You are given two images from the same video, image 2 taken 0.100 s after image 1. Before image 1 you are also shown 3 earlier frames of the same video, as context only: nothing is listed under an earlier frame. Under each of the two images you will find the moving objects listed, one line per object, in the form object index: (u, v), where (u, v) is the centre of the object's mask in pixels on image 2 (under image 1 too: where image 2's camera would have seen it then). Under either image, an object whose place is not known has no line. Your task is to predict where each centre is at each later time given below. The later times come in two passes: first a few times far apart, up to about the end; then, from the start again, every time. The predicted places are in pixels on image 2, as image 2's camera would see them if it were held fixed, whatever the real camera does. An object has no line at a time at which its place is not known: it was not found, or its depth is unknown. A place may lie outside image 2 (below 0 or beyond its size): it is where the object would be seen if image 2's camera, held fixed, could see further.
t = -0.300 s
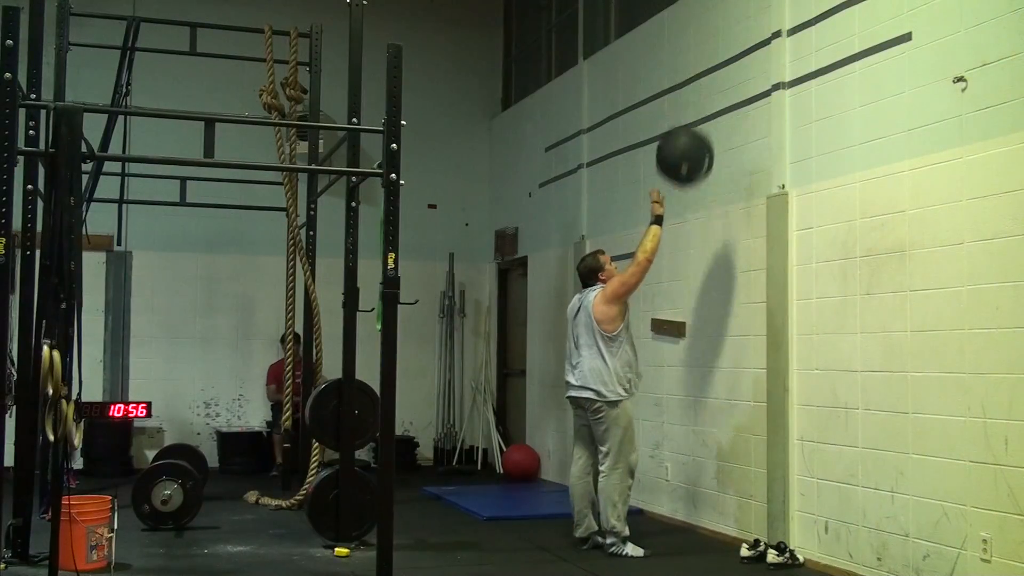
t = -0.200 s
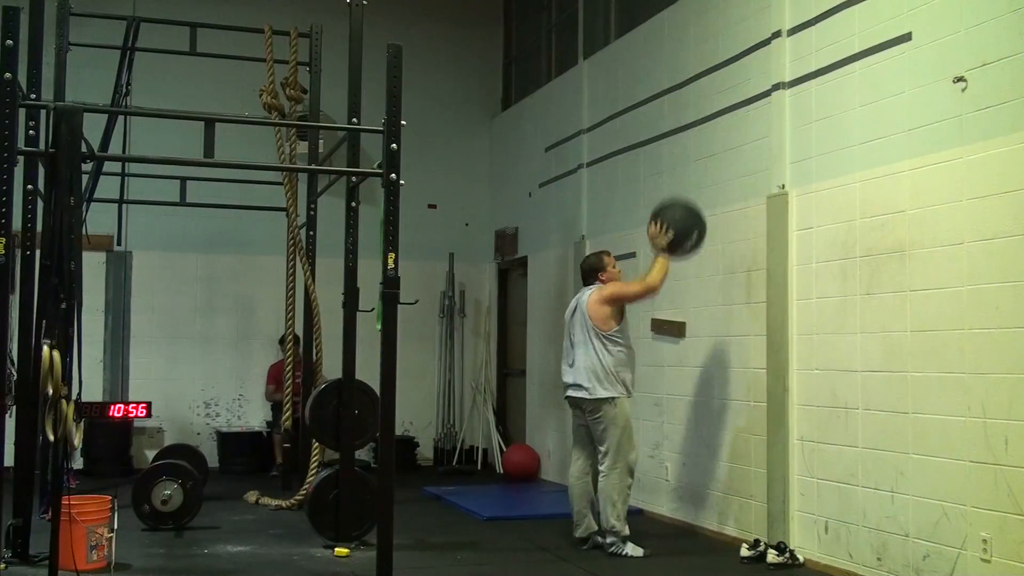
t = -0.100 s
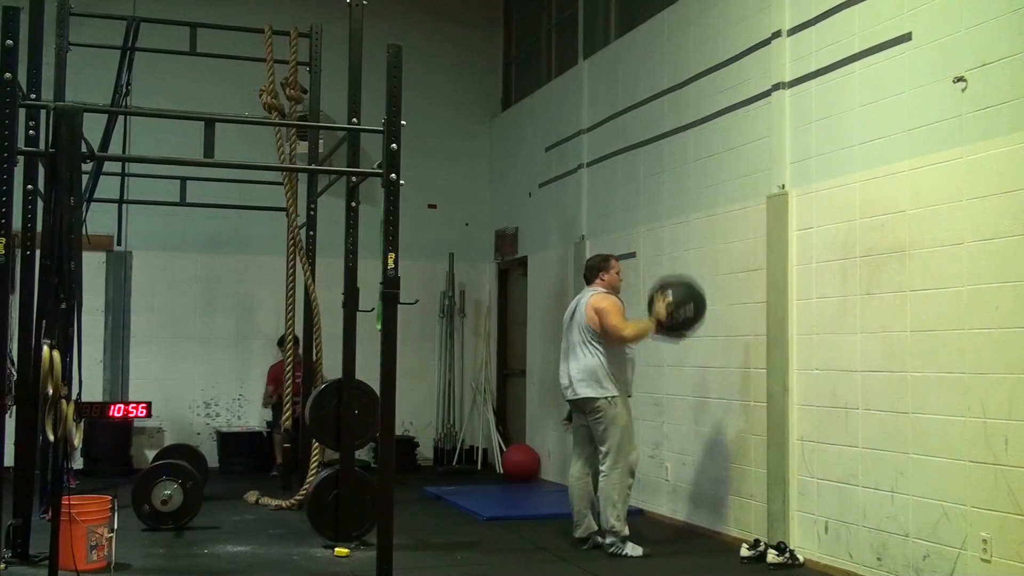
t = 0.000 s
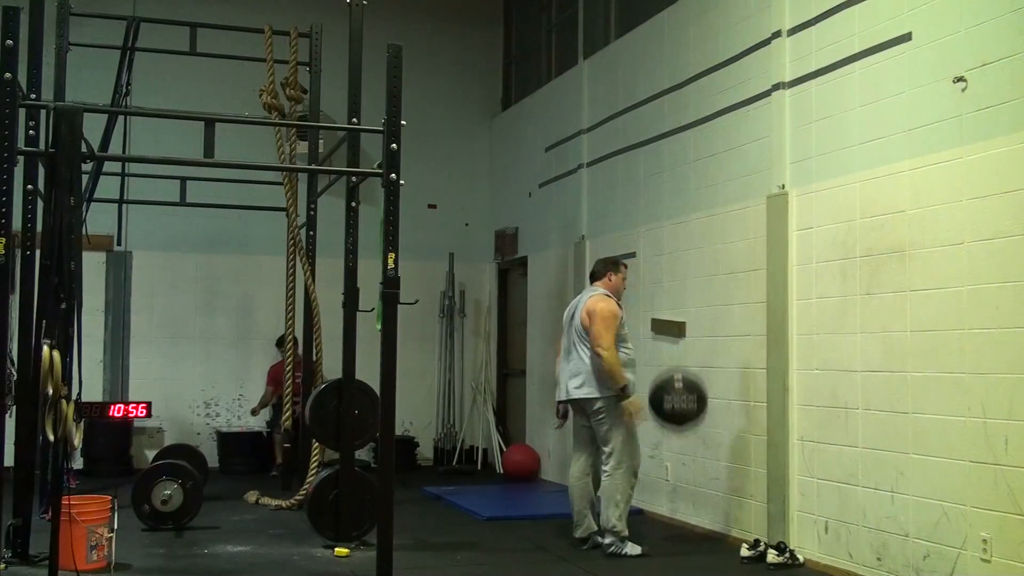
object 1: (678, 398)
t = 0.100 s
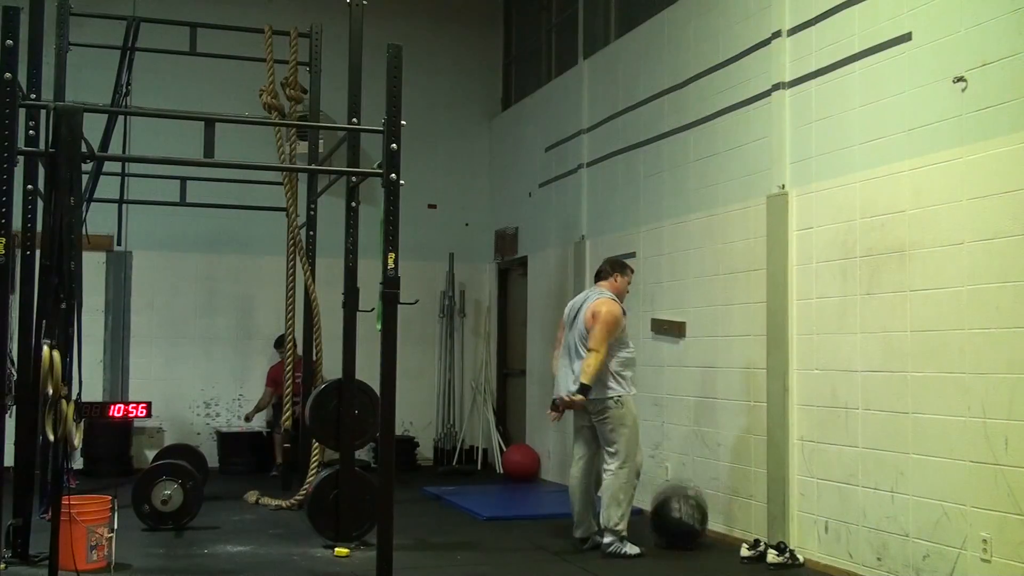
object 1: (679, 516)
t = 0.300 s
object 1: (682, 465)
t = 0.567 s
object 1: (686, 463)
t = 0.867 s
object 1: (686, 501)
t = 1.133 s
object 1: (679, 510)
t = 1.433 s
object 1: (668, 513)
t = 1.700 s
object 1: (667, 513)
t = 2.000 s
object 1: (671, 513)
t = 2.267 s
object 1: (673, 513)
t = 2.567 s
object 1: (672, 514)
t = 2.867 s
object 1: (672, 513)
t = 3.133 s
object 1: (672, 513)
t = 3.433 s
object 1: (672, 513)
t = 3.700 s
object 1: (672, 513)
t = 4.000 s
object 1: (672, 514)
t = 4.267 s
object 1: (672, 514)
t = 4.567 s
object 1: (672, 514)
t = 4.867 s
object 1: (672, 514)
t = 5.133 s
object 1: (672, 514)
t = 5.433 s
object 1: (672, 514)
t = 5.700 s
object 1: (672, 514)
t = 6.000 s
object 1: (672, 514)
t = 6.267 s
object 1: (672, 514)
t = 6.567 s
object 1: (672, 514)
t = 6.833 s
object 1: (672, 514)
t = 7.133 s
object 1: (672, 514)
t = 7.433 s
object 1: (672, 514)
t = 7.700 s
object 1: (672, 513)
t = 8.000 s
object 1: (672, 514)
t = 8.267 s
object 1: (672, 513)
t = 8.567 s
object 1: (672, 513)
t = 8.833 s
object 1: (672, 514)
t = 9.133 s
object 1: (672, 514)
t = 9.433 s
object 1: (672, 514)
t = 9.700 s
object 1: (672, 514)
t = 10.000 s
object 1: (672, 514)
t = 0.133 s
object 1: (680, 523)
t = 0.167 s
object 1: (680, 508)
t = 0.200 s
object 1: (681, 494)
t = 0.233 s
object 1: (681, 483)
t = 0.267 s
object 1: (682, 473)
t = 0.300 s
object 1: (682, 465)
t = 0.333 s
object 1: (683, 459)
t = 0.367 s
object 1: (683, 454)
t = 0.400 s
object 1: (684, 451)
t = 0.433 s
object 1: (684, 450)
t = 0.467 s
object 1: (685, 451)
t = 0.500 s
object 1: (685, 453)
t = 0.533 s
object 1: (685, 457)
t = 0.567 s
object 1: (686, 463)
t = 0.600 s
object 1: (686, 470)
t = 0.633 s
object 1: (687, 480)
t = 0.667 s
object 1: (687, 491)
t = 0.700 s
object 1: (688, 503)
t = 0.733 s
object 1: (688, 518)
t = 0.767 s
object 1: (688, 517)
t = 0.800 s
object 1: (687, 510)
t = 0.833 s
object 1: (687, 505)
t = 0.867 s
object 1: (686, 501)
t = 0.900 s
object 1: (685, 500)
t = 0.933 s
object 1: (684, 500)
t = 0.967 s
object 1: (684, 502)
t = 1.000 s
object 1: (683, 505)
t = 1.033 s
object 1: (683, 511)
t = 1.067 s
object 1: (682, 515)
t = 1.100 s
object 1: (680, 513)
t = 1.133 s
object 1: (679, 510)
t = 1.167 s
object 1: (678, 509)
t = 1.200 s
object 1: (676, 510)
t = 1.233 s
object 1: (675, 512)
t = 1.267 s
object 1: (674, 514)
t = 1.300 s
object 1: (672, 513)
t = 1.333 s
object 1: (671, 512)
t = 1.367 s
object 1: (670, 512)
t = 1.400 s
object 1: (669, 513)
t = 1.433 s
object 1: (668, 513)
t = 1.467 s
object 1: (667, 512)
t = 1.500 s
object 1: (667, 512)
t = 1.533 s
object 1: (666, 512)
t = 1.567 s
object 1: (666, 512)
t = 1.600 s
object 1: (666, 512)
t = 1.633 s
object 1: (666, 512)
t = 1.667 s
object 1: (666, 513)
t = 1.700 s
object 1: (667, 513)
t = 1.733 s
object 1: (667, 513)
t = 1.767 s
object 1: (667, 513)
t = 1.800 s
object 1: (668, 513)
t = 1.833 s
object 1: (668, 513)
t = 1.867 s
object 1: (669, 513)
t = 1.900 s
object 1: (670, 513)
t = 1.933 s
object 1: (670, 513)
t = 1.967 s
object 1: (671, 513)
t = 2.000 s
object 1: (671, 513)
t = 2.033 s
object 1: (671, 513)
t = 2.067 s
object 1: (672, 514)
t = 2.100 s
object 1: (672, 513)
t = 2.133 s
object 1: (672, 514)
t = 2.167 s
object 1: (672, 513)
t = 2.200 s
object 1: (672, 513)
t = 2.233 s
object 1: (673, 514)
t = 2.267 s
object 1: (673, 513)
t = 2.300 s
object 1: (672, 513)
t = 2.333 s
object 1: (672, 514)
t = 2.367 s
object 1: (672, 513)
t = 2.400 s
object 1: (672, 514)
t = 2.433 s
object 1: (672, 513)
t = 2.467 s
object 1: (672, 514)
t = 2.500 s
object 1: (672, 514)
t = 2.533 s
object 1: (672, 514)
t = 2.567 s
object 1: (672, 514)
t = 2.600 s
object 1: (672, 513)
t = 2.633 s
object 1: (672, 514)
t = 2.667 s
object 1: (672, 513)
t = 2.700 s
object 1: (672, 513)
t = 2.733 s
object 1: (672, 514)
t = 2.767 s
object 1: (672, 513)
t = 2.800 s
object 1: (672, 513)
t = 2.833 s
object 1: (672, 513)
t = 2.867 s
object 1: (672, 513)
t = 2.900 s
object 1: (672, 513)
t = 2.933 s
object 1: (672, 513)
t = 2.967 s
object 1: (672, 513)
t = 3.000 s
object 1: (672, 513)
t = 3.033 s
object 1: (672, 513)
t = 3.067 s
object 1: (672, 513)
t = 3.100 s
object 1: (672, 513)
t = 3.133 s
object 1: (672, 513)
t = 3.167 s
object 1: (672, 513)
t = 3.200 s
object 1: (672, 513)
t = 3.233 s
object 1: (672, 513)
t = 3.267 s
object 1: (672, 513)
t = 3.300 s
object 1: (672, 513)
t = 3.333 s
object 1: (672, 513)
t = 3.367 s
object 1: (672, 513)
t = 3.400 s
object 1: (672, 513)
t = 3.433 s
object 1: (672, 513)
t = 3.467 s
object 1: (672, 513)
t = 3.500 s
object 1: (672, 513)
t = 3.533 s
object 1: (672, 514)
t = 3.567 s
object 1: (672, 514)
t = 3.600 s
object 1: (672, 514)
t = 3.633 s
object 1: (672, 513)
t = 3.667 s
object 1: (672, 514)
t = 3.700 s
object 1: (672, 513)
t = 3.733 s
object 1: (672, 514)
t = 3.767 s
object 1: (672, 514)
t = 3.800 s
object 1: (672, 513)
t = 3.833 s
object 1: (672, 513)
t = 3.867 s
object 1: (672, 514)
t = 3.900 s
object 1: (672, 514)
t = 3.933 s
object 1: (672, 514)
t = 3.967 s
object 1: (672, 514)
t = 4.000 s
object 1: (672, 514)
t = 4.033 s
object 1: (672, 513)
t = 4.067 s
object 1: (672, 513)
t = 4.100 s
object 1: (672, 514)
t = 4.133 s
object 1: (672, 513)
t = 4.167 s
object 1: (672, 514)
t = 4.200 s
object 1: (672, 514)
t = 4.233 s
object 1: (672, 514)
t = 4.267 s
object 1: (672, 514)
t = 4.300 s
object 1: (672, 514)
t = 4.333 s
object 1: (672, 514)
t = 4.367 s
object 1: (672, 514)
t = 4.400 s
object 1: (672, 514)
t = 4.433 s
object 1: (672, 514)
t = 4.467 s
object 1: (672, 514)
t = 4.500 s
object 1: (672, 514)
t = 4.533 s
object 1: (672, 514)
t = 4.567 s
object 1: (672, 514)
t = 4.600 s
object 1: (672, 514)
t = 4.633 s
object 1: (672, 514)
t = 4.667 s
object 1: (672, 514)
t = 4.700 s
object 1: (672, 514)
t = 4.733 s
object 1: (672, 514)
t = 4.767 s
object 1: (672, 514)
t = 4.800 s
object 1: (672, 514)
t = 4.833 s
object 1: (672, 514)
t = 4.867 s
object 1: (672, 514)
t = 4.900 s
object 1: (672, 514)
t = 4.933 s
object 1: (672, 514)
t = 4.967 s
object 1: (672, 514)
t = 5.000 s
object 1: (672, 514)
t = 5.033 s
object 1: (672, 514)
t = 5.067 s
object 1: (672, 514)
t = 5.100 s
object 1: (672, 514)
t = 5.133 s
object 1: (672, 514)
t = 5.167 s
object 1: (672, 514)
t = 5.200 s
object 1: (672, 514)
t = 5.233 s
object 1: (672, 514)
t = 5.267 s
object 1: (672, 513)
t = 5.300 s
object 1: (672, 514)
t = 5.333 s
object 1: (672, 514)
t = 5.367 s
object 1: (672, 514)
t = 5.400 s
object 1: (672, 514)
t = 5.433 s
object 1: (672, 514)
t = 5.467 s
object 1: (672, 514)
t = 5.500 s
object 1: (672, 514)
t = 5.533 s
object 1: (672, 513)
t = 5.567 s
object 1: (672, 513)
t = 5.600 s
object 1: (672, 513)
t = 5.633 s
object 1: (672, 514)
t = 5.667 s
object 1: (672, 513)
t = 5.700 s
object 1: (672, 514)
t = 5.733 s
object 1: (672, 514)
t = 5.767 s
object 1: (672, 514)
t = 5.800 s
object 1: (672, 514)
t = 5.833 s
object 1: (672, 514)
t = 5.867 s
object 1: (672, 514)
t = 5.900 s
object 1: (672, 514)
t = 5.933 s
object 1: (672, 514)
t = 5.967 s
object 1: (672, 514)
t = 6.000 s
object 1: (672, 514)
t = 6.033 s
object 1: (672, 514)
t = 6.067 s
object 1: (672, 514)
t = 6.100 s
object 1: (672, 514)
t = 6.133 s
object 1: (672, 514)
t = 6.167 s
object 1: (672, 514)
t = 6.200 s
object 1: (672, 514)
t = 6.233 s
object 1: (672, 514)
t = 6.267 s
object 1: (672, 514)
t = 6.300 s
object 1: (672, 514)
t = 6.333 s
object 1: (672, 514)
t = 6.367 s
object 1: (672, 514)
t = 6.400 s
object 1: (672, 514)
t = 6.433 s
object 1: (672, 514)
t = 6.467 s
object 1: (672, 514)
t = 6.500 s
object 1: (672, 514)
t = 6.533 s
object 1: (672, 514)
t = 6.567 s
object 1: (672, 514)
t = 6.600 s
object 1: (672, 514)
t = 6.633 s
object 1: (672, 514)
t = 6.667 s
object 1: (672, 514)
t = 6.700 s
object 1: (672, 514)
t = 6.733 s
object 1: (672, 514)
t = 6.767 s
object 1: (672, 514)
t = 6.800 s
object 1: (672, 514)
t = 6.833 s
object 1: (672, 514)
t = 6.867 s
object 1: (672, 514)
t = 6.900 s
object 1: (672, 514)
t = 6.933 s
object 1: (672, 514)
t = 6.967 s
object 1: (672, 514)
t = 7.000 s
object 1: (672, 514)
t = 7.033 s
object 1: (672, 514)
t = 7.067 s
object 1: (672, 514)
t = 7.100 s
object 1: (672, 514)
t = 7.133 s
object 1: (672, 514)
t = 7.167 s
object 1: (672, 514)
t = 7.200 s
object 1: (672, 514)
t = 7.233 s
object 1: (672, 514)
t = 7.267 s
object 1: (672, 514)
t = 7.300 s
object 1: (672, 513)
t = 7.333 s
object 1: (672, 513)
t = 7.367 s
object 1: (672, 513)
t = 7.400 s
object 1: (672, 514)
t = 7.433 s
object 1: (672, 514)
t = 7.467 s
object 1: (672, 514)
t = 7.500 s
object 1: (672, 514)
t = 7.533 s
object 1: (672, 514)
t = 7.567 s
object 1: (672, 514)
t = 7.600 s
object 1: (672, 514)
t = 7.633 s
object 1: (672, 514)
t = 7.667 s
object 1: (672, 514)
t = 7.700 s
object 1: (672, 513)
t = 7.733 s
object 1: (672, 514)
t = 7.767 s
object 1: (672, 514)
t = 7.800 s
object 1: (672, 514)
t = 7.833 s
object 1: (672, 514)
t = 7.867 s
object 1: (672, 514)
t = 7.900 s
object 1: (672, 514)
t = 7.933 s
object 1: (672, 514)
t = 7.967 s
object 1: (672, 514)
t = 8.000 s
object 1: (672, 514)
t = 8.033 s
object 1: (672, 513)
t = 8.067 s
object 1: (672, 513)
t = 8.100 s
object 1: (672, 514)
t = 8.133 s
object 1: (672, 514)
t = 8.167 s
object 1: (672, 514)
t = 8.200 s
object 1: (672, 514)
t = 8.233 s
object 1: (672, 514)
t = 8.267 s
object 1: (672, 513)
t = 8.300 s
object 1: (672, 514)
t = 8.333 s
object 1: (672, 513)
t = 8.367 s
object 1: (672, 514)
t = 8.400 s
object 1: (672, 514)
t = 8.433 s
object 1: (672, 514)
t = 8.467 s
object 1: (672, 514)
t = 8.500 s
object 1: (672, 514)
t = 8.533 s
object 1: (672, 513)
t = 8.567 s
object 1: (672, 513)
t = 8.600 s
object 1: (672, 513)
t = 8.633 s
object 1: (672, 513)
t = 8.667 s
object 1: (672, 514)
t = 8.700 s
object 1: (672, 514)
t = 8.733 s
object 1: (672, 514)
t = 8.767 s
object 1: (672, 514)
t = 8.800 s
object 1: (672, 514)
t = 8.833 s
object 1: (672, 514)
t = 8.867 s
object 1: (672, 514)
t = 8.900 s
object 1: (672, 514)
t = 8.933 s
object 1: (672, 514)
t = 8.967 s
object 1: (672, 514)
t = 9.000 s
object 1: (672, 514)
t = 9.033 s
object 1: (672, 513)
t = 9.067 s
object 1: (672, 513)
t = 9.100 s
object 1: (672, 514)
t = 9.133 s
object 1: (672, 514)
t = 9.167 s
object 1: (672, 514)
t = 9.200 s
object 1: (672, 514)
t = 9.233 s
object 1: (672, 514)
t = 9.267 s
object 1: (672, 514)
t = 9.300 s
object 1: (672, 513)
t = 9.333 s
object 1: (672, 514)
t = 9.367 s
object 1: (672, 513)
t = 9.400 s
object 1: (672, 513)
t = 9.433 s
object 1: (672, 514)
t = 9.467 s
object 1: (672, 514)
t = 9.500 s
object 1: (672, 514)
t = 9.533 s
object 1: (672, 514)
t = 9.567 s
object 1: (672, 514)
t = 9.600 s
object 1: (672, 514)
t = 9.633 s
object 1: (672, 514)
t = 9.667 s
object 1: (672, 514)
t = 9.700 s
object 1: (672, 514)
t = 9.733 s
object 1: (672, 514)
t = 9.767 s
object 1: (672, 514)
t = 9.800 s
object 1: (672, 514)
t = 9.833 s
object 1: (672, 514)
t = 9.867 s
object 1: (672, 514)
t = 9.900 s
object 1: (672, 514)
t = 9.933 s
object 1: (672, 514)
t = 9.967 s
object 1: (672, 514)
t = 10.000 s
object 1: (672, 514)
